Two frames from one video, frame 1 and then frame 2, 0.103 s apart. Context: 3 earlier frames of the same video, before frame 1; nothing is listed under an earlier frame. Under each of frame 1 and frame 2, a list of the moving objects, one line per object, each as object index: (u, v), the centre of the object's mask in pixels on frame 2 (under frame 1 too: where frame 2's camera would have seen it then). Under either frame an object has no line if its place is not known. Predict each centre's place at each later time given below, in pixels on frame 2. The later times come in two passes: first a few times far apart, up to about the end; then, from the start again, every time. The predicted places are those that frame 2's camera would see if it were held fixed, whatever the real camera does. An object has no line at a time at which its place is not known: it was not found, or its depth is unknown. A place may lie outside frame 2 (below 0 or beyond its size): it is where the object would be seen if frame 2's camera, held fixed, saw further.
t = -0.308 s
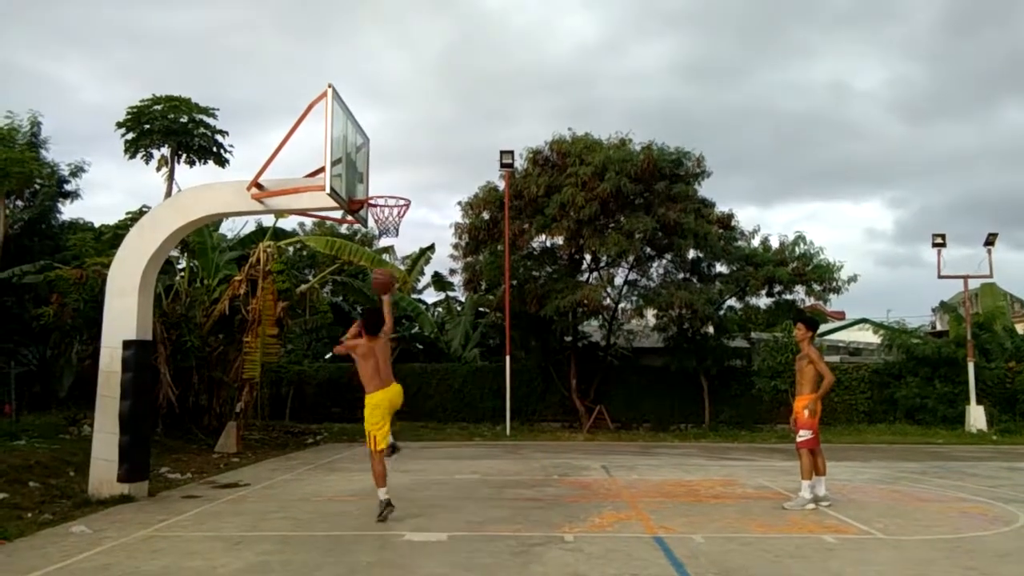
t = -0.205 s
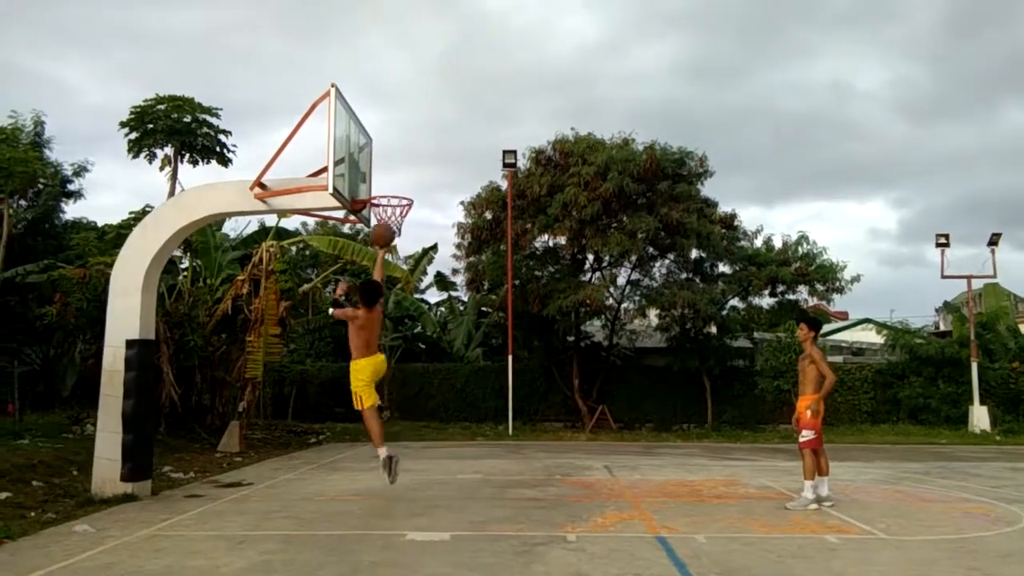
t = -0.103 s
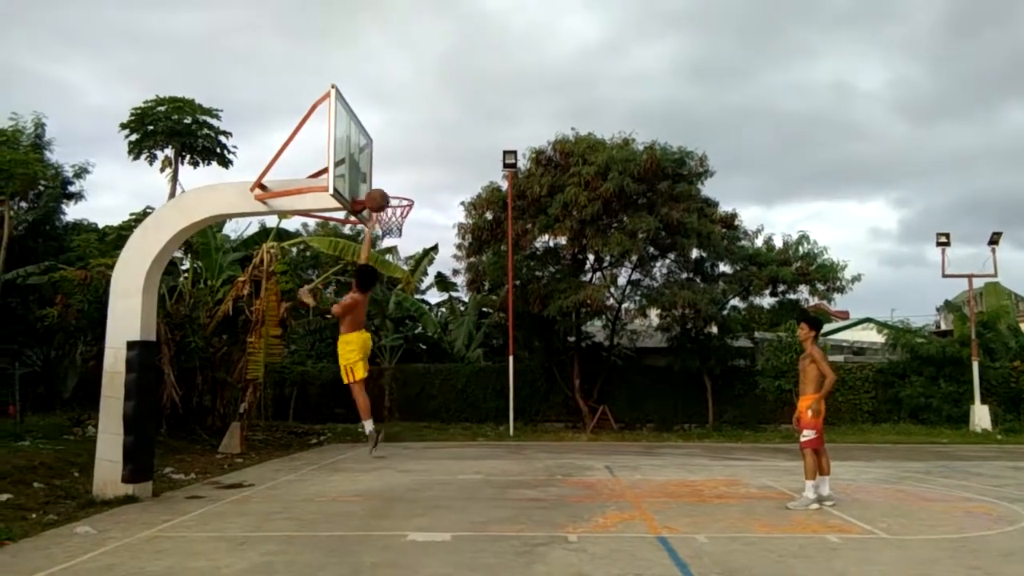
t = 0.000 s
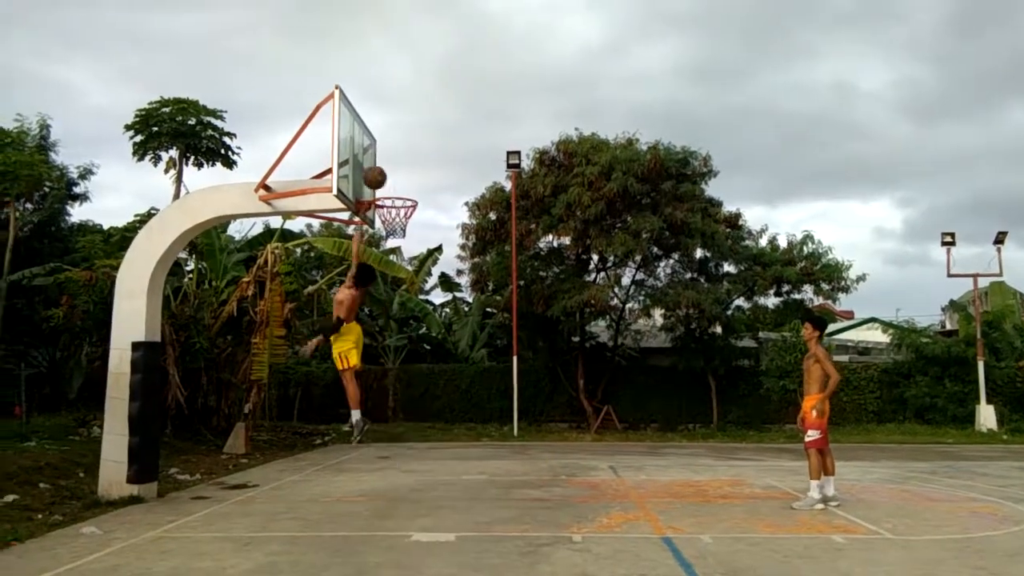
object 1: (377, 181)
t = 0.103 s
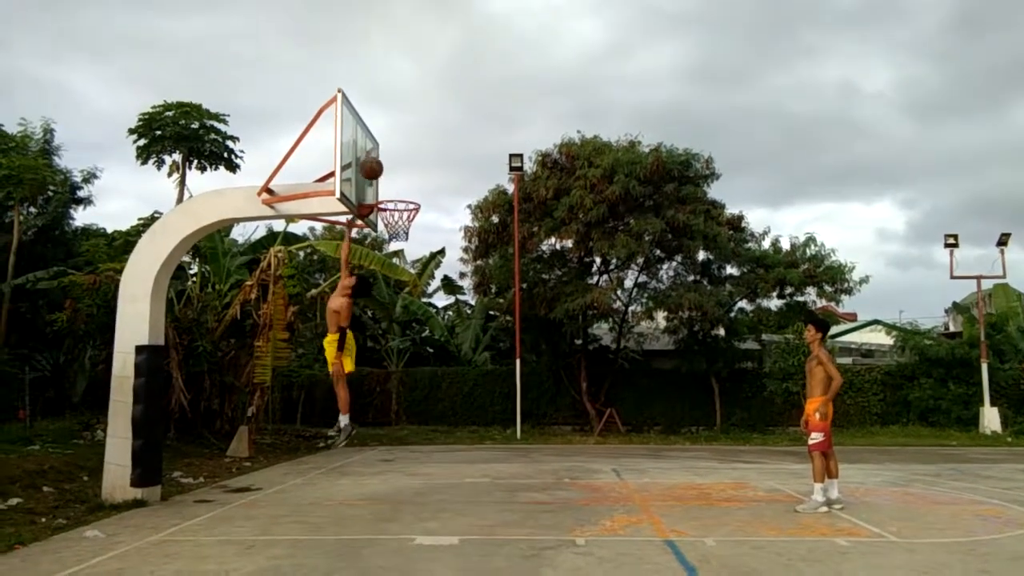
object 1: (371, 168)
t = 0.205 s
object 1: (372, 167)
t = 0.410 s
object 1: (390, 195)
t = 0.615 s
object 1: (404, 225)
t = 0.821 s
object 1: (399, 237)
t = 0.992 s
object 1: (389, 265)
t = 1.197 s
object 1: (373, 340)
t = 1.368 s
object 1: (359, 438)
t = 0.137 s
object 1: (370, 166)
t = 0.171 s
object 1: (369, 166)
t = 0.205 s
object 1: (372, 167)
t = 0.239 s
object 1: (375, 169)
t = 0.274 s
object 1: (379, 172)
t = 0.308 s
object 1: (381, 176)
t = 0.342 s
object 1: (384, 181)
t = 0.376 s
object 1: (387, 187)
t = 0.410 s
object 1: (390, 195)
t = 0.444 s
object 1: (393, 203)
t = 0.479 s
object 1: (396, 213)
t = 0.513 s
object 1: (398, 224)
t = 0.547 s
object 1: (401, 224)
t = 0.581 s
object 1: (403, 224)
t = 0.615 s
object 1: (404, 225)
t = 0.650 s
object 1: (405, 226)
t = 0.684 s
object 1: (406, 228)
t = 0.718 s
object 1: (405, 229)
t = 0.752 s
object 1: (403, 231)
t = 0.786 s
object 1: (402, 233)
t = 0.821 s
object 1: (399, 237)
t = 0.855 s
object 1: (397, 240)
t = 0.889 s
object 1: (395, 244)
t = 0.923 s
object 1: (393, 250)
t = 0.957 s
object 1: (392, 257)
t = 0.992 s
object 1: (389, 265)
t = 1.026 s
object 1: (386, 275)
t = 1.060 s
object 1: (382, 284)
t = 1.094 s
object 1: (379, 296)
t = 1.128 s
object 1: (376, 310)
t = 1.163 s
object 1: (376, 325)
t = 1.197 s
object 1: (373, 340)
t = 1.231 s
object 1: (370, 357)
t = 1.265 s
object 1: (367, 375)
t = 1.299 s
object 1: (364, 395)
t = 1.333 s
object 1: (362, 415)
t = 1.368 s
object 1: (359, 438)
